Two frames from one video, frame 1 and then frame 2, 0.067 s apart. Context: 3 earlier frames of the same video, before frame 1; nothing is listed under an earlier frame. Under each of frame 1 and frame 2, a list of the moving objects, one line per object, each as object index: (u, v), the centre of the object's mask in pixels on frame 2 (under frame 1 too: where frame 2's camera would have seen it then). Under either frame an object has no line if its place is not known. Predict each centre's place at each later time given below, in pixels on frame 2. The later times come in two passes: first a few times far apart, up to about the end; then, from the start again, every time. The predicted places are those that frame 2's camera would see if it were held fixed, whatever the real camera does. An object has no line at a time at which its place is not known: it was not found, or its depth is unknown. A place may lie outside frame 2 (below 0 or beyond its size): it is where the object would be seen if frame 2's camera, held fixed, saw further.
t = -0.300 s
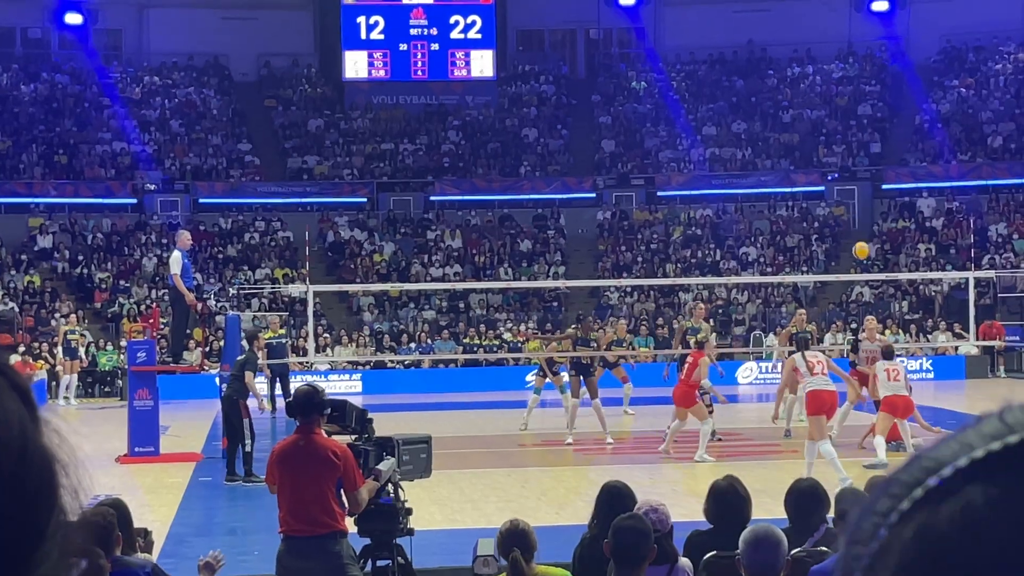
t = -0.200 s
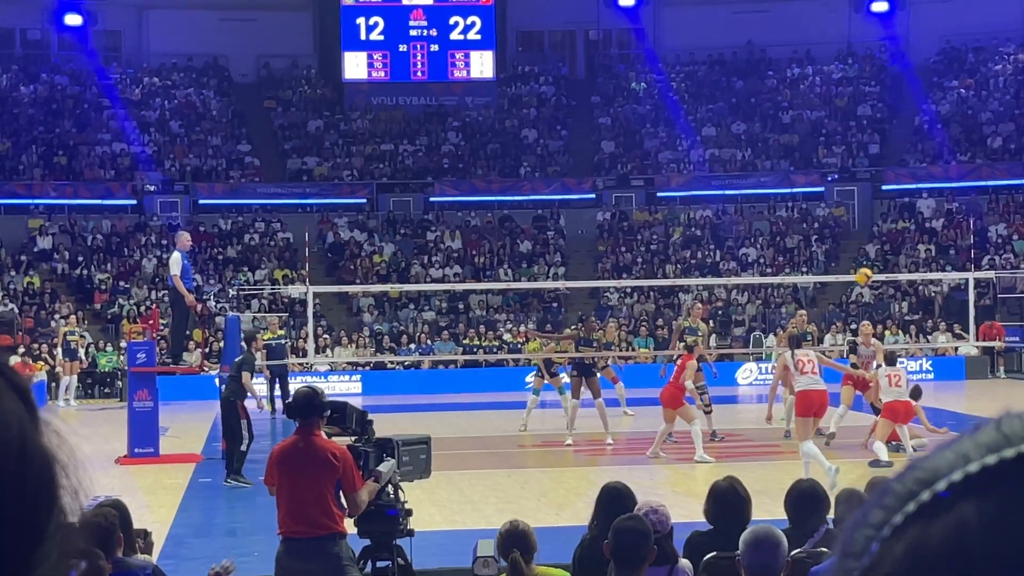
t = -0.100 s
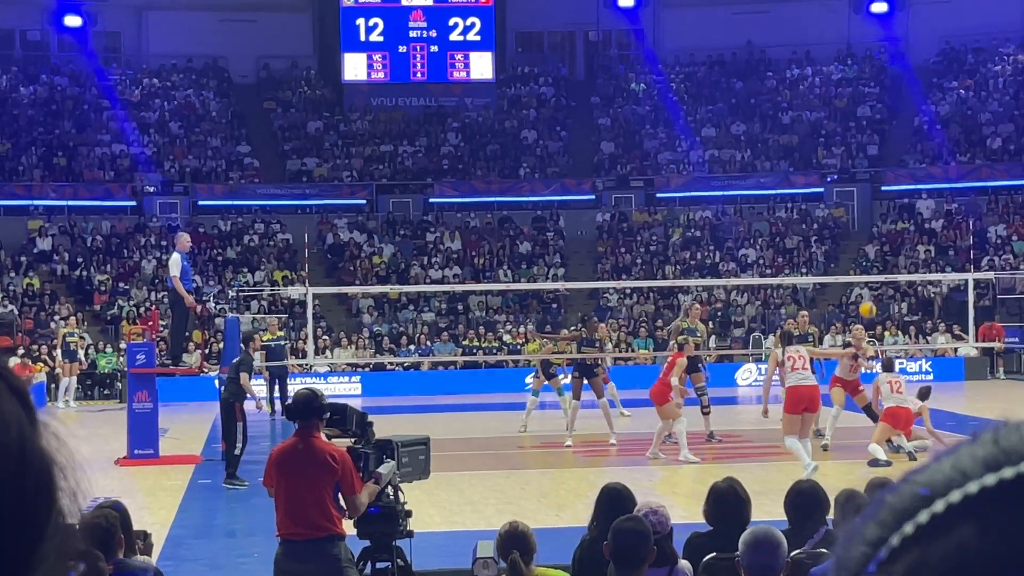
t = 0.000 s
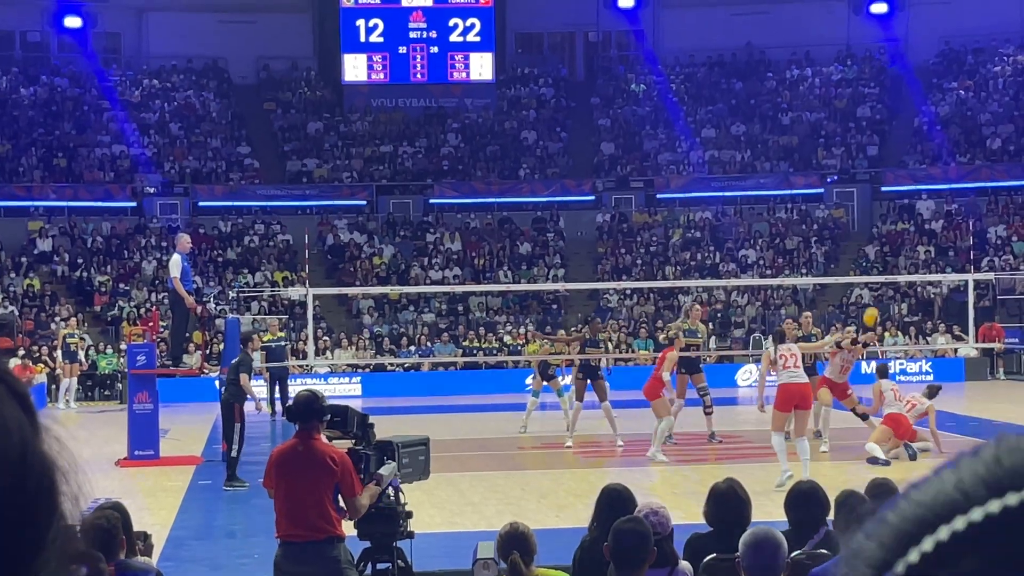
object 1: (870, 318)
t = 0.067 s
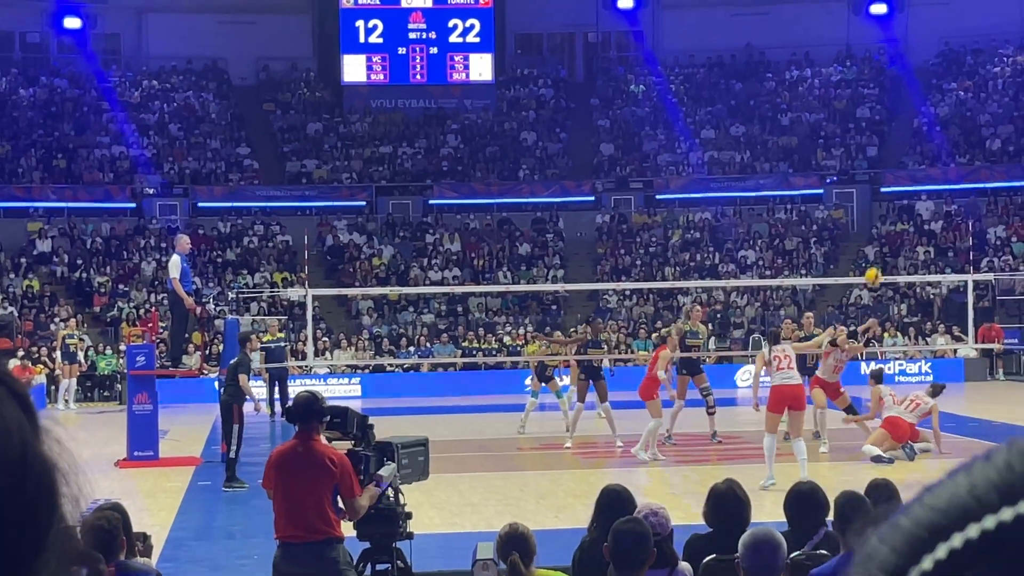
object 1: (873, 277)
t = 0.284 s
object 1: (880, 171)
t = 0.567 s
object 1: (890, 91)
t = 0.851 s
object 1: (900, 72)
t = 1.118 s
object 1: (910, 108)
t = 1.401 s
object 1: (921, 201)
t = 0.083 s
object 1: (874, 267)
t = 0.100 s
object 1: (874, 258)
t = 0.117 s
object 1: (874, 249)
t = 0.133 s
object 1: (876, 240)
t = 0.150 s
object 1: (876, 231)
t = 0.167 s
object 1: (877, 223)
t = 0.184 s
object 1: (877, 215)
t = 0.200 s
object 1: (878, 207)
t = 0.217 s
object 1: (878, 200)
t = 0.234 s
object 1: (879, 192)
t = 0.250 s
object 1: (879, 185)
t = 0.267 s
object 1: (879, 178)
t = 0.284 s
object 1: (880, 171)
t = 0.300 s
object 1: (880, 164)
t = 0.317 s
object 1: (881, 158)
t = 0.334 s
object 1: (881, 152)
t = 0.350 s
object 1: (882, 146)
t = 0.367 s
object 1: (883, 141)
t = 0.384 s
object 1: (883, 135)
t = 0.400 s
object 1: (884, 130)
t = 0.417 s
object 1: (884, 125)
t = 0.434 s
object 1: (885, 121)
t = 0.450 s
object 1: (885, 116)
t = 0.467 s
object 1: (886, 112)
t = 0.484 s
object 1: (887, 108)
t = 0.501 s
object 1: (887, 104)
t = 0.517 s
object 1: (888, 100)
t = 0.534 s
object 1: (888, 97)
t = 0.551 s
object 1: (889, 94)
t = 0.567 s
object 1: (890, 91)
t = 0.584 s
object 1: (890, 88)
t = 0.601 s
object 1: (891, 85)
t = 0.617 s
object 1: (892, 83)
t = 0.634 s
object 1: (892, 81)
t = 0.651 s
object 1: (893, 79)
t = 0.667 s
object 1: (893, 77)
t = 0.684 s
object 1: (894, 76)
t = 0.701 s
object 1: (894, 74)
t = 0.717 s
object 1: (895, 73)
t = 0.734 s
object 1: (896, 72)
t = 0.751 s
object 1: (896, 72)
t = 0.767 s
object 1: (897, 71)
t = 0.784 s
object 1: (898, 71)
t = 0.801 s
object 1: (898, 71)
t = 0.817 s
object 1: (899, 71)
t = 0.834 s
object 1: (899, 71)
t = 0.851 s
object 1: (900, 72)
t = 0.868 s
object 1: (900, 73)
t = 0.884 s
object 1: (901, 73)
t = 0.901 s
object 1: (902, 75)
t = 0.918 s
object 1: (903, 76)
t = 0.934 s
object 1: (903, 77)
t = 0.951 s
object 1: (904, 79)
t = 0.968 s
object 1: (905, 81)
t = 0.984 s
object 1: (905, 84)
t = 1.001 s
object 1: (906, 86)
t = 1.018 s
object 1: (907, 88)
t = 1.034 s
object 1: (907, 91)
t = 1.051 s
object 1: (908, 94)
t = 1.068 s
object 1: (908, 97)
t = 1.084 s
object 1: (909, 100)
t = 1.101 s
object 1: (910, 104)
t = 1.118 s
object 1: (910, 108)
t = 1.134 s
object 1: (911, 112)
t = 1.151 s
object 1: (912, 116)
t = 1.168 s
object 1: (912, 120)
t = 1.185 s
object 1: (913, 124)
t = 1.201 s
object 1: (914, 129)
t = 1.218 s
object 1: (914, 135)
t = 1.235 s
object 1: (915, 139)
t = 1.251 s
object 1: (916, 145)
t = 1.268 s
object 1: (916, 150)
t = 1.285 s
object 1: (917, 156)
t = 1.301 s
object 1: (918, 162)
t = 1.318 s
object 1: (918, 167)
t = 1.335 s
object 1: (919, 174)
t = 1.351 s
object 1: (919, 179)
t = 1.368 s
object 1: (920, 187)
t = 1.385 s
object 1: (921, 195)
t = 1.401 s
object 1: (921, 201)
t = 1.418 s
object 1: (922, 208)
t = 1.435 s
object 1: (923, 215)
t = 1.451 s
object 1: (924, 223)
